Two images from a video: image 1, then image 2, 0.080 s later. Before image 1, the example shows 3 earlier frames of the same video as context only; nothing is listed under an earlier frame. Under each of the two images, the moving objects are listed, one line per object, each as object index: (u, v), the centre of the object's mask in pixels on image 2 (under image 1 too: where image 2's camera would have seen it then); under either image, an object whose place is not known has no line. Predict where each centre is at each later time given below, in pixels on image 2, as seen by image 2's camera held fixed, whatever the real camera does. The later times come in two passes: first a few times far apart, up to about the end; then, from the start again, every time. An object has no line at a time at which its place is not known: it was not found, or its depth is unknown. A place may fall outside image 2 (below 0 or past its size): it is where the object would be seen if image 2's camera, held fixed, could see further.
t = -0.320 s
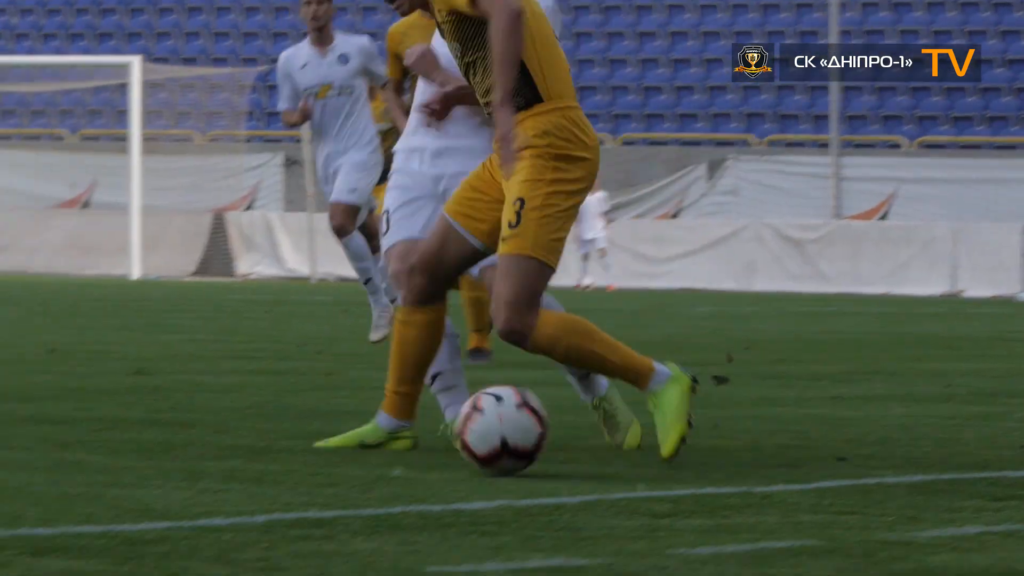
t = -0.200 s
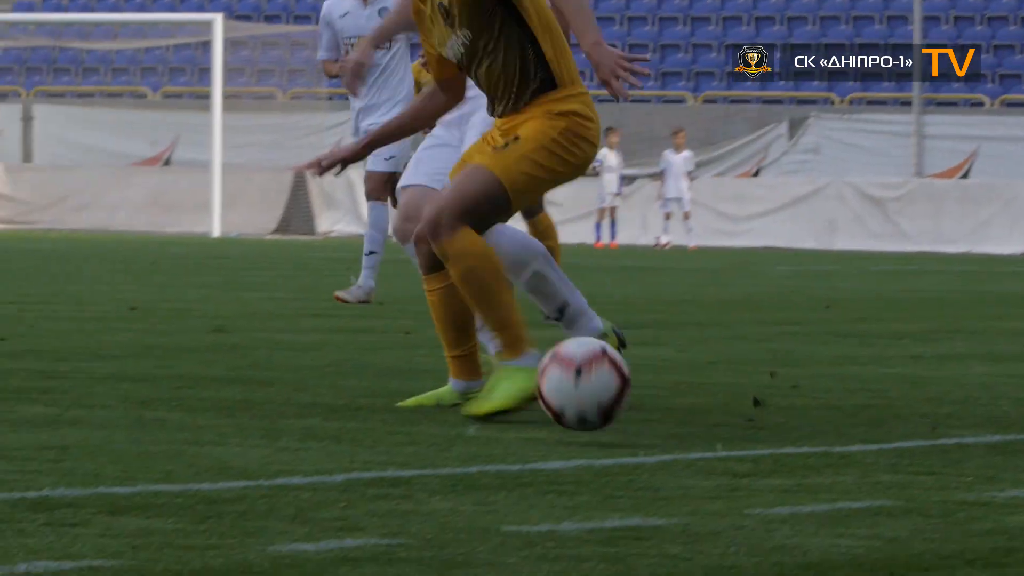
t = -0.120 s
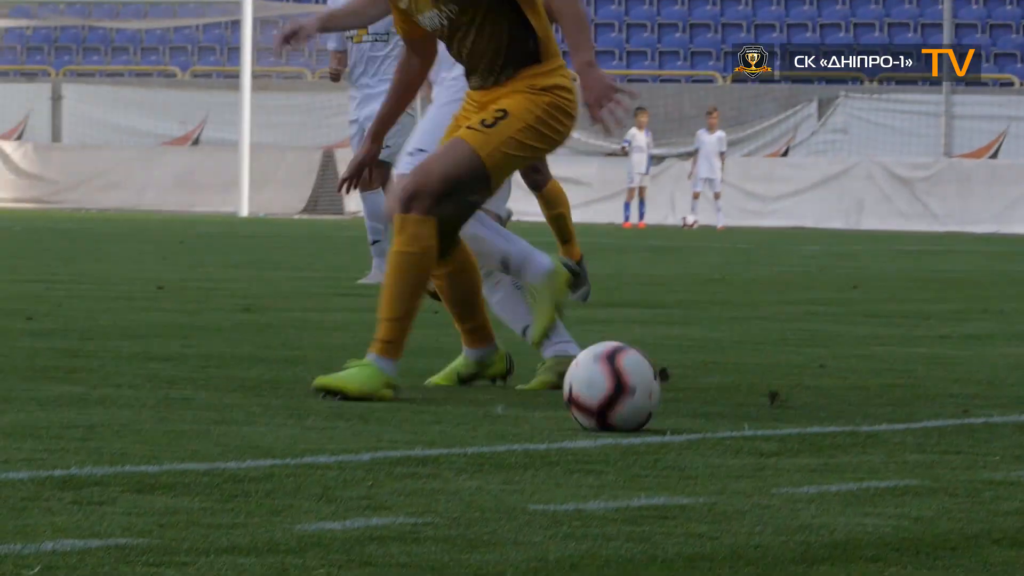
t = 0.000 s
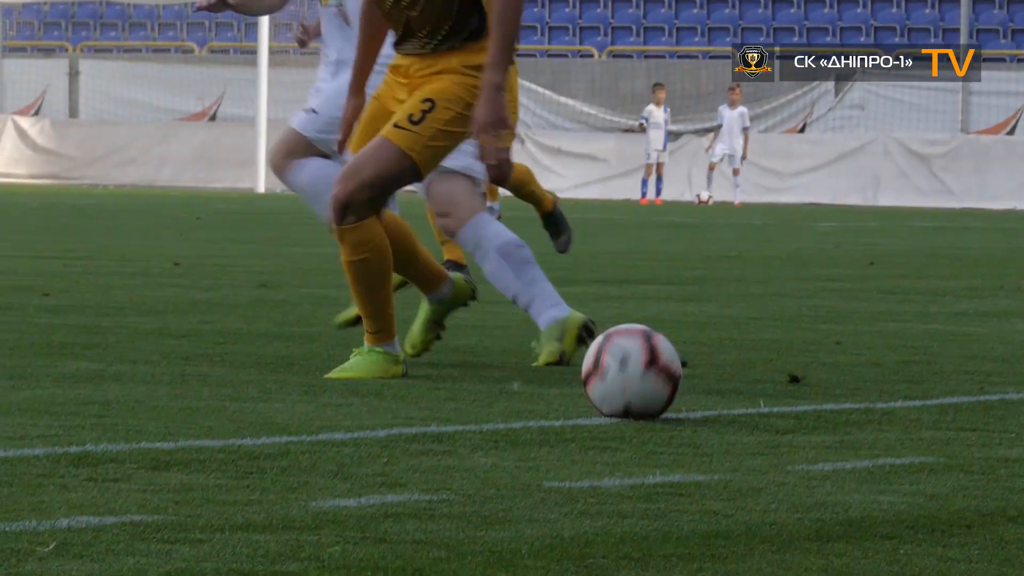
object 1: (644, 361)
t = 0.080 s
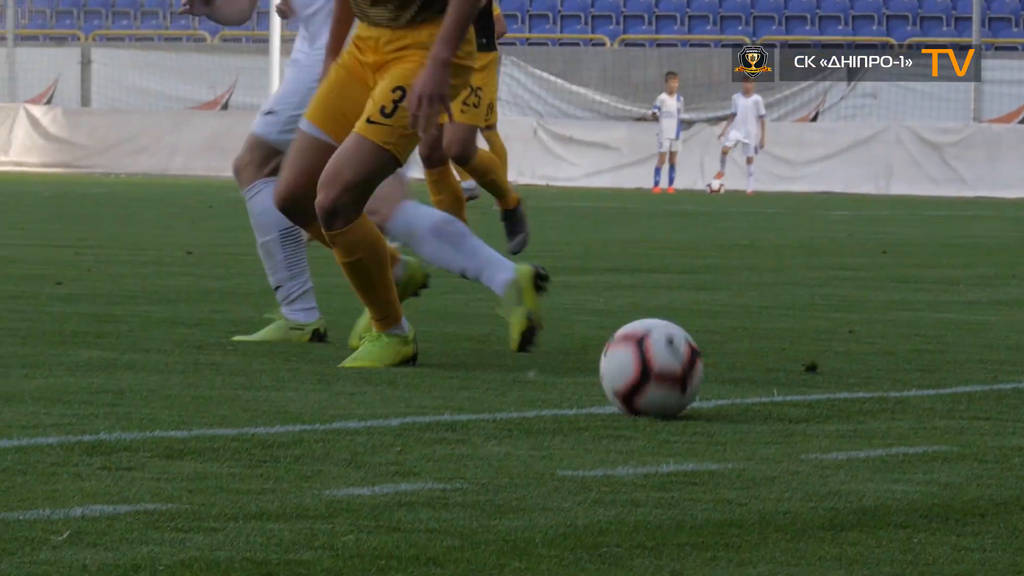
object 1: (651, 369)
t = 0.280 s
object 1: (663, 382)
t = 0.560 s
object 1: (685, 414)
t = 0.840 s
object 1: (720, 447)
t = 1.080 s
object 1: (763, 485)
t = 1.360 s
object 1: (830, 538)
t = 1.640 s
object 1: (927, 603)
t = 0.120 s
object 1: (654, 373)
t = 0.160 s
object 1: (657, 378)
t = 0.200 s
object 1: (659, 378)
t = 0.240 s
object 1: (662, 377)
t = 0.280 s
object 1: (663, 382)
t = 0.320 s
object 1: (666, 392)
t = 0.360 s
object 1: (668, 397)
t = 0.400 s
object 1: (671, 399)
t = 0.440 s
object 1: (674, 403)
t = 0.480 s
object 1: (676, 408)
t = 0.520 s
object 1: (680, 410)
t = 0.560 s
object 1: (685, 414)
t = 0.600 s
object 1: (689, 419)
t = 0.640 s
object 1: (693, 423)
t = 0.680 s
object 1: (697, 429)
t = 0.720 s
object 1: (702, 434)
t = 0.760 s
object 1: (708, 436)
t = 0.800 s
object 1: (714, 440)
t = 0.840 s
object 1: (720, 447)
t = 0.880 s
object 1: (727, 457)
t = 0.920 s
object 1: (734, 459)
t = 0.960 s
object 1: (742, 462)
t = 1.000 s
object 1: (749, 470)
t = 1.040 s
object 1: (756, 478)
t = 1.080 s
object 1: (763, 485)
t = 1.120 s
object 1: (770, 489)
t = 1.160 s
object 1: (778, 493)
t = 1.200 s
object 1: (787, 504)
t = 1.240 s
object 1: (796, 515)
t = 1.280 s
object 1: (807, 519)
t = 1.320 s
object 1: (818, 526)
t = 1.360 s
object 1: (830, 538)
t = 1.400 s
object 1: (843, 541)
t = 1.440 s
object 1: (855, 547)
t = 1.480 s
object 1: (869, 562)
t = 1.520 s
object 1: (882, 576)
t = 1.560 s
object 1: (895, 585)
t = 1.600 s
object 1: (911, 592)
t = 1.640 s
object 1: (927, 603)
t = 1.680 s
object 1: (944, 614)
